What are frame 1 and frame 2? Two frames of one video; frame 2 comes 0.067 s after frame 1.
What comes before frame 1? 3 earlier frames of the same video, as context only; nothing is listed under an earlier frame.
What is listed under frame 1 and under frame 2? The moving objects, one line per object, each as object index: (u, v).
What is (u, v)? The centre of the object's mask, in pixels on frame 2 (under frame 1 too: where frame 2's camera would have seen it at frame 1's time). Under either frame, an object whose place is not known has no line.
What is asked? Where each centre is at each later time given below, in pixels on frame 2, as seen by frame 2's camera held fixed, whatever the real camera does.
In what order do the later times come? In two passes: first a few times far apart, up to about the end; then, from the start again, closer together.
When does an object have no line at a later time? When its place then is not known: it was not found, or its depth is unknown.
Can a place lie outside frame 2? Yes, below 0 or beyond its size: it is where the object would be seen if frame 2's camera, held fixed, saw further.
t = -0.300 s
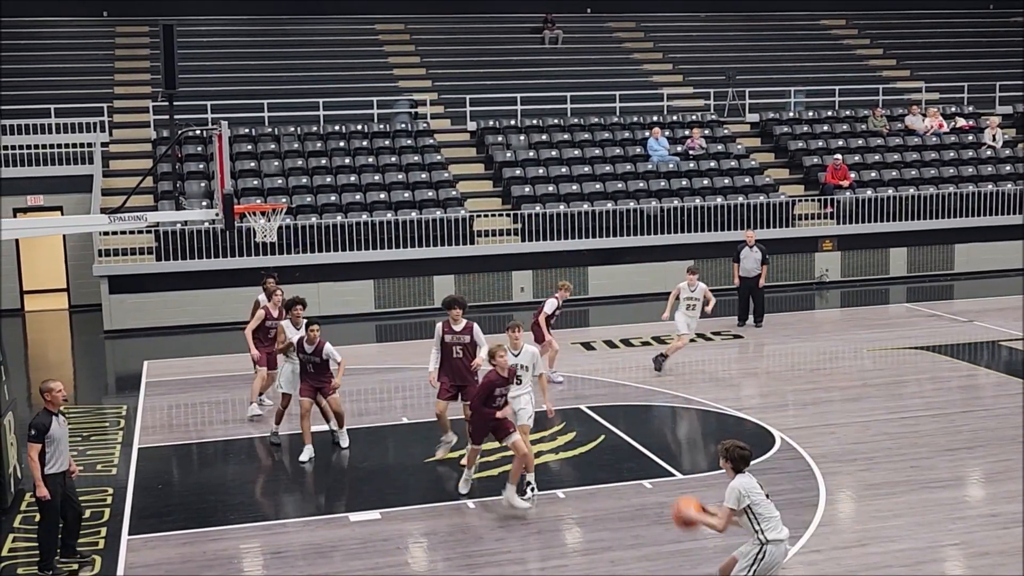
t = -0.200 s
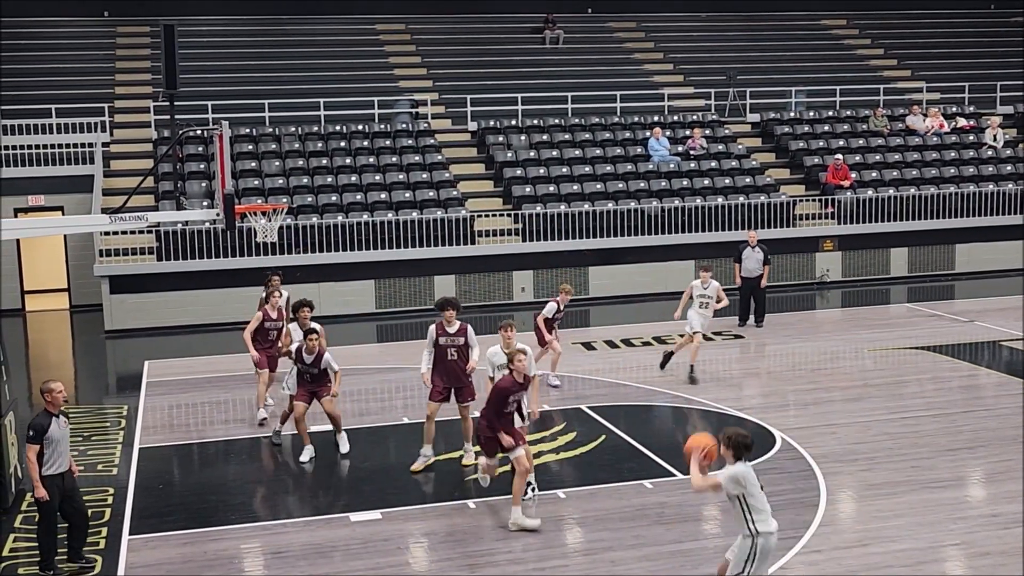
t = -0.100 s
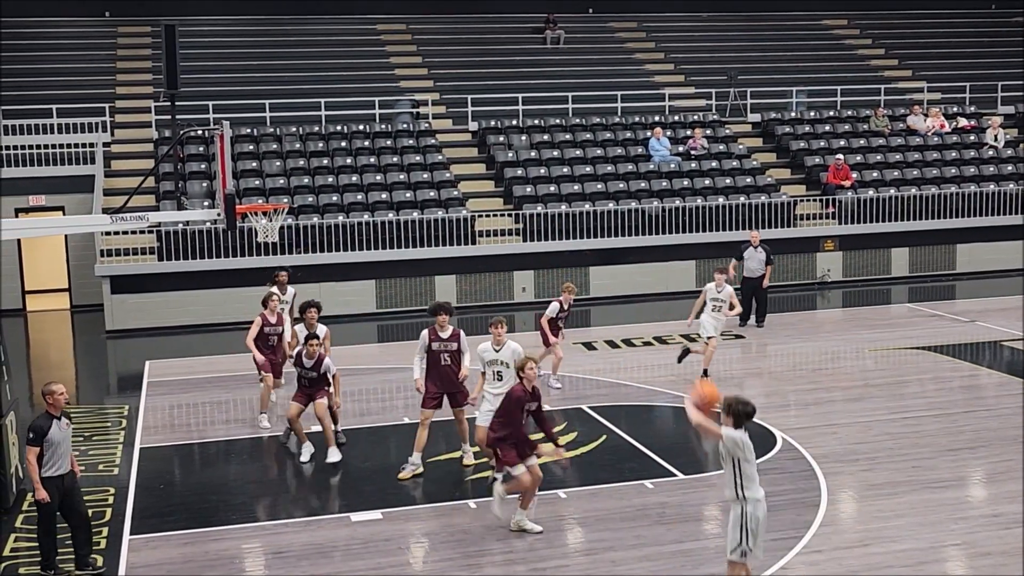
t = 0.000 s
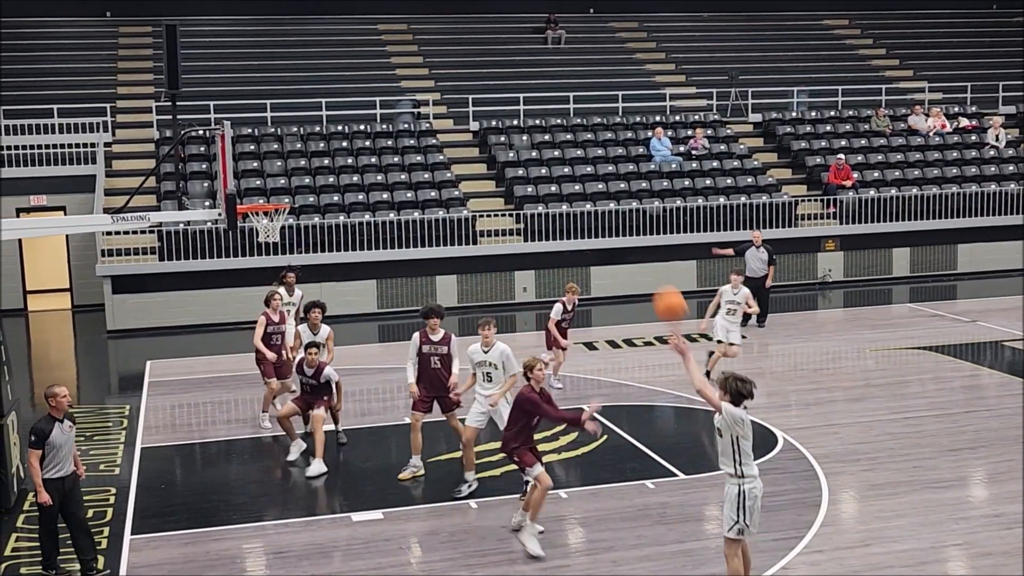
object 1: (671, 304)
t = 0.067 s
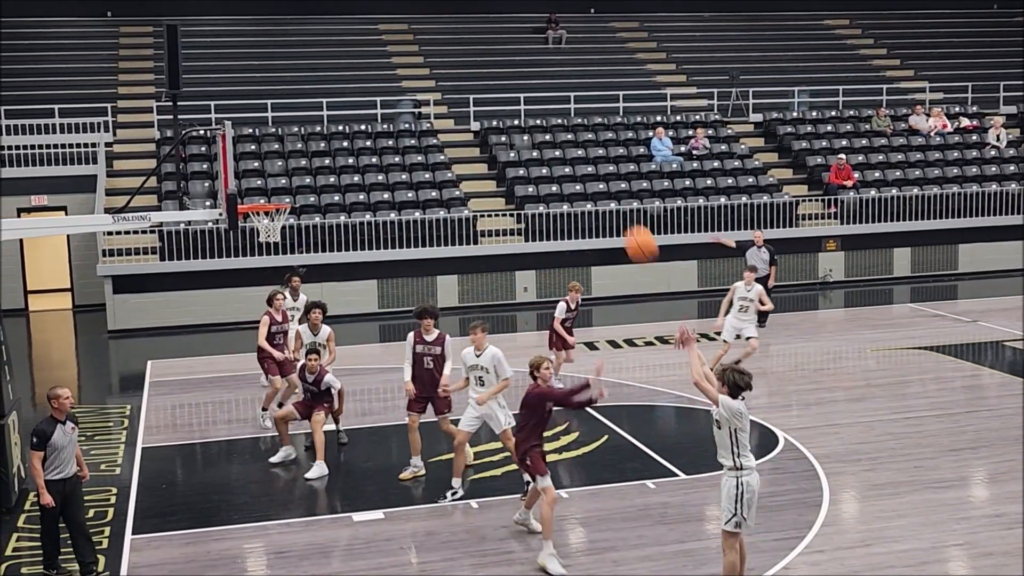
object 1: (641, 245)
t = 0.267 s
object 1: (555, 106)
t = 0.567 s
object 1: (451, 12)
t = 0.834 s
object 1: (377, 17)
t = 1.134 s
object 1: (310, 101)
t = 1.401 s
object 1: (263, 218)
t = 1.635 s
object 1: (254, 238)
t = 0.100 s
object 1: (626, 216)
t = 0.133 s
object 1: (611, 189)
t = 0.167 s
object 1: (597, 167)
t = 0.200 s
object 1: (583, 145)
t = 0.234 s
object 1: (569, 125)
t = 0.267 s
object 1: (555, 106)
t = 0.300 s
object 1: (543, 89)
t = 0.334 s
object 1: (530, 75)
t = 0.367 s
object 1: (518, 61)
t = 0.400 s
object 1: (506, 49)
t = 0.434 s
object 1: (494, 39)
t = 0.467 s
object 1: (483, 30)
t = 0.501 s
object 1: (472, 22)
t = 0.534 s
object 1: (461, 16)
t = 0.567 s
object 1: (451, 12)
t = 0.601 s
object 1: (441, 10)
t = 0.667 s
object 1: (421, 9)
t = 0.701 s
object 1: (412, 9)
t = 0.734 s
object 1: (403, 9)
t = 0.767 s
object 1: (394, 10)
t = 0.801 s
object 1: (385, 12)
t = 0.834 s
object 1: (377, 17)
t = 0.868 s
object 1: (369, 23)
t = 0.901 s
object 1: (360, 30)
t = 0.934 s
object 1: (353, 37)
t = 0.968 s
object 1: (345, 45)
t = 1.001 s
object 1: (338, 56)
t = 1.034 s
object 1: (331, 65)
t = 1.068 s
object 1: (324, 76)
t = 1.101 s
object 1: (317, 88)
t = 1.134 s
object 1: (310, 101)
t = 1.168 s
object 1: (305, 115)
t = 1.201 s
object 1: (299, 129)
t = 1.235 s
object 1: (293, 143)
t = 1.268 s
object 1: (288, 159)
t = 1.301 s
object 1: (282, 176)
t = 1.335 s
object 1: (277, 192)
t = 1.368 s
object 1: (271, 206)
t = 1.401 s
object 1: (263, 218)
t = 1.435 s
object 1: (254, 225)
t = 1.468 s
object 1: (251, 225)
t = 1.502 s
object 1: (250, 226)
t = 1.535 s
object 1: (251, 228)
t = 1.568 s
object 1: (251, 231)
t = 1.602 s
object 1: (252, 233)
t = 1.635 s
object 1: (254, 238)
